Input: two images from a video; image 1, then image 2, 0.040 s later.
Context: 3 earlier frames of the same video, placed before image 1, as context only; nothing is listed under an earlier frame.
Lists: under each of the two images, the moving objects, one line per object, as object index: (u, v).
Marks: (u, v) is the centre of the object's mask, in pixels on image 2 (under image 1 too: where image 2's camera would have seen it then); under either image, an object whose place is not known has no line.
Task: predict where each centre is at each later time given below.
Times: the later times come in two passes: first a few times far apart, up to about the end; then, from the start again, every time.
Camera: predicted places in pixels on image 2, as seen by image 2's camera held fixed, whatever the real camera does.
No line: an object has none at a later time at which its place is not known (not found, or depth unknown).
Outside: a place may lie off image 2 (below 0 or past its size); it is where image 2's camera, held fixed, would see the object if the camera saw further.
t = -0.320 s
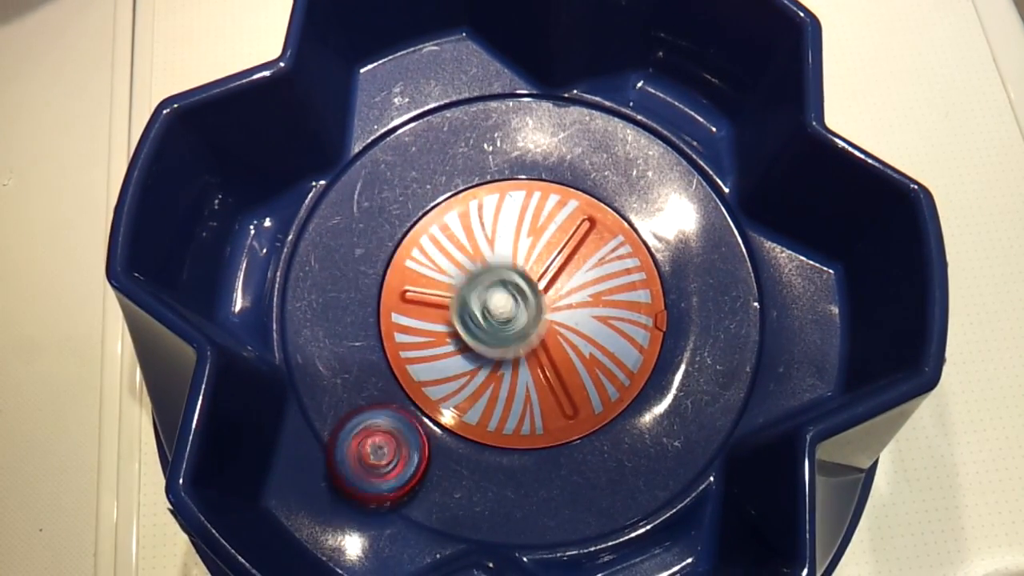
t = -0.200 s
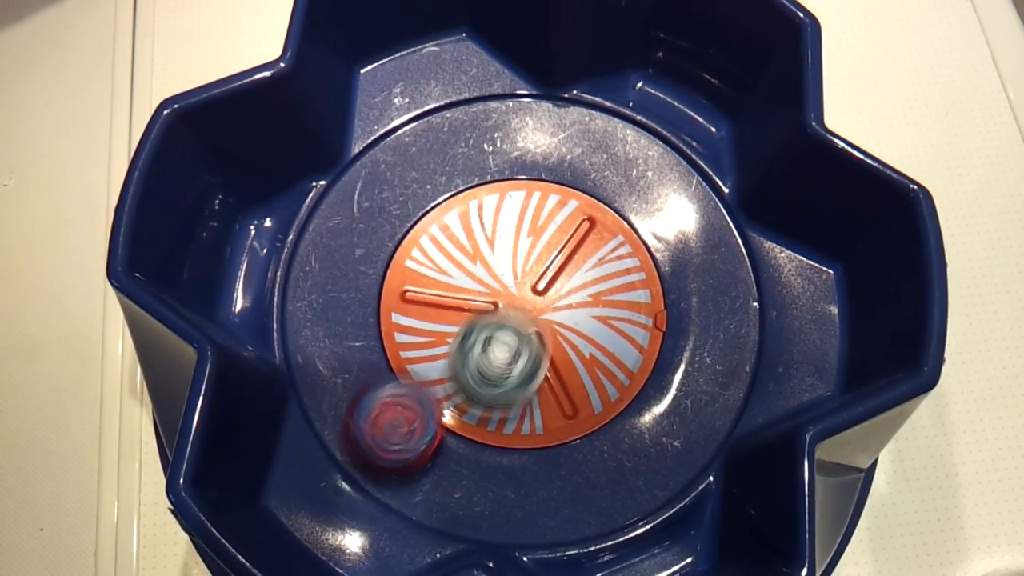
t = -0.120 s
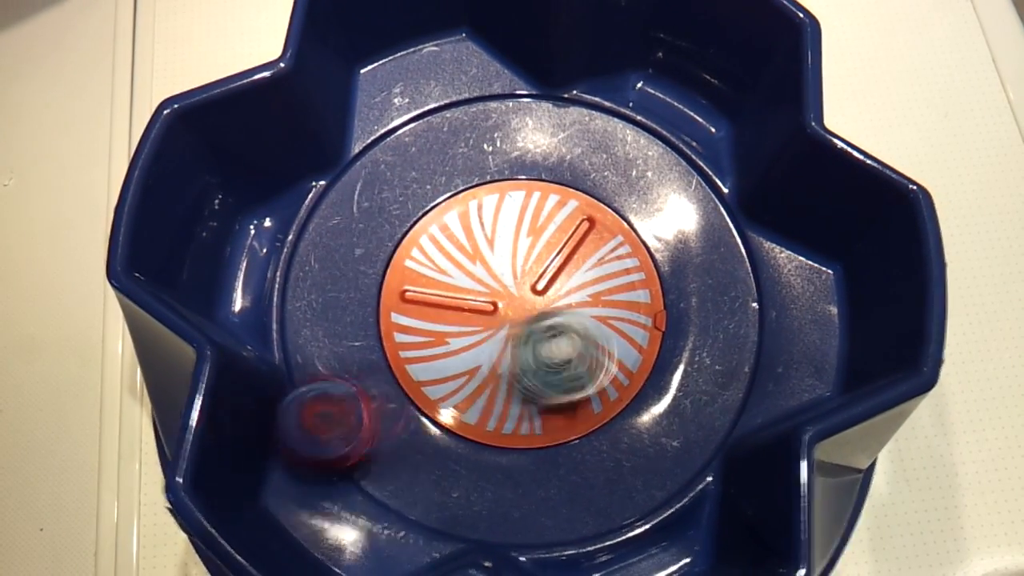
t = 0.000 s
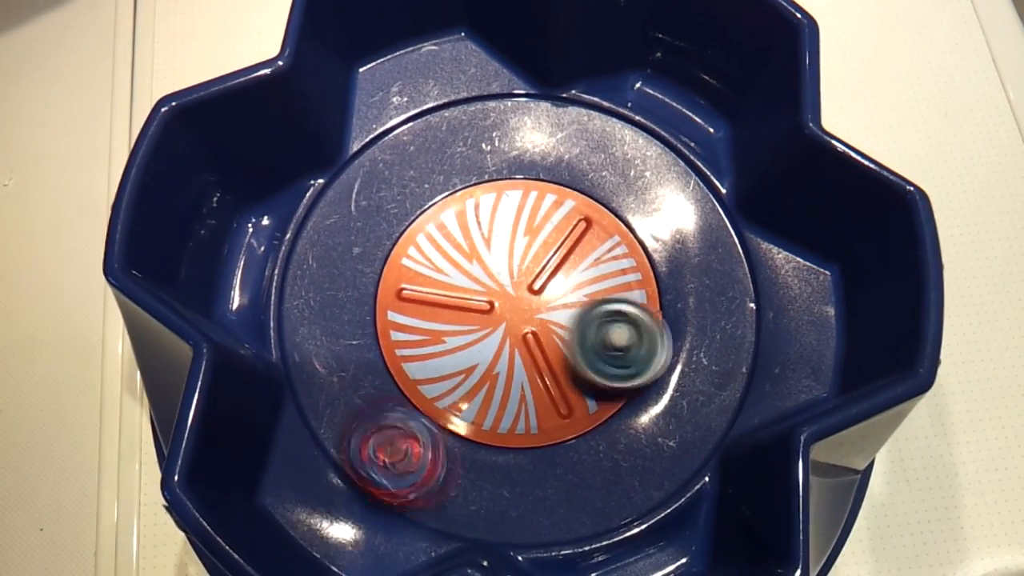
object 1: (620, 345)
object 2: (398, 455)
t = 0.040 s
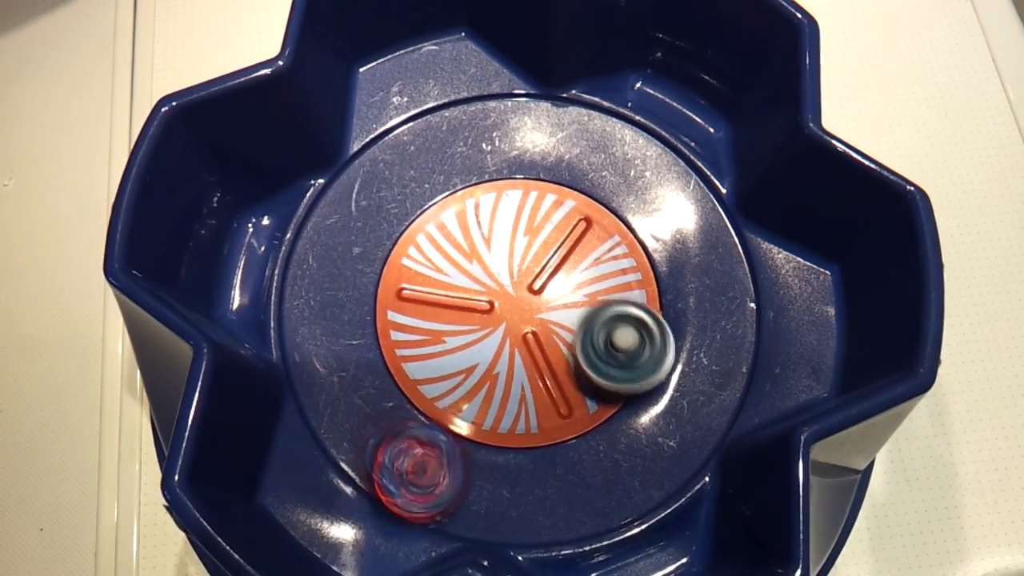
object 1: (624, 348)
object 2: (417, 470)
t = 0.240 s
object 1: (609, 417)
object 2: (466, 439)
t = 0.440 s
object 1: (680, 413)
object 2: (336, 384)
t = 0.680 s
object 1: (612, 419)
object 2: (440, 342)
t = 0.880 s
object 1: (540, 353)
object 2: (473, 267)
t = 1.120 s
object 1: (527, 328)
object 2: (476, 170)
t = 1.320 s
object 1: (531, 329)
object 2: (489, 168)
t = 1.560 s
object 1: (540, 356)
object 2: (523, 224)
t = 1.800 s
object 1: (532, 343)
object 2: (554, 248)
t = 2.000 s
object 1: (451, 290)
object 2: (561, 245)
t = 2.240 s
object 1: (414, 200)
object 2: (604, 240)
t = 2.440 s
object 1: (484, 162)
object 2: (592, 252)
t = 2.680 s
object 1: (572, 232)
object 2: (578, 411)
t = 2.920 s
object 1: (446, 343)
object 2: (527, 489)
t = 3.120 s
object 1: (350, 243)
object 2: (467, 464)
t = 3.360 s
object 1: (482, 185)
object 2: (433, 372)
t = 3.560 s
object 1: (557, 321)
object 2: (454, 296)
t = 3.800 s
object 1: (456, 433)
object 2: (517, 248)
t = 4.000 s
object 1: (338, 359)
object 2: (573, 246)
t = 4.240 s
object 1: (463, 229)
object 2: (600, 306)
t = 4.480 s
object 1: (616, 286)
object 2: (569, 374)
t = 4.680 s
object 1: (696, 370)
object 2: (466, 395)
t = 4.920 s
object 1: (708, 360)
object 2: (423, 355)
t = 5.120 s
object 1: (689, 315)
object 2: (438, 304)
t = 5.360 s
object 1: (564, 339)
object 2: (466, 252)
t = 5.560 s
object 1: (480, 345)
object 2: (465, 211)
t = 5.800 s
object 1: (389, 314)
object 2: (484, 176)
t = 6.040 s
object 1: (418, 235)
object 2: (500, 177)
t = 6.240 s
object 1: (471, 301)
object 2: (551, 193)
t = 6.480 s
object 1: (462, 377)
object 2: (535, 220)
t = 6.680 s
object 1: (411, 326)
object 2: (535, 220)
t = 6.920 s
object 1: (549, 319)
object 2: (535, 221)
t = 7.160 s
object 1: (552, 407)
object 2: (535, 221)
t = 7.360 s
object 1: (490, 329)
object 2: (535, 221)
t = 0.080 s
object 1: (624, 357)
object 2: (423, 478)
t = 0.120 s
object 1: (622, 367)
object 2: (431, 478)
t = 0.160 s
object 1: (615, 381)
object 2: (445, 469)
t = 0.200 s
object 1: (604, 404)
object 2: (466, 454)
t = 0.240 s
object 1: (609, 417)
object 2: (466, 439)
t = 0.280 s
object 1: (638, 414)
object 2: (428, 428)
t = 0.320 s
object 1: (662, 411)
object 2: (393, 417)
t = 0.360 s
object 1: (683, 414)
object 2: (372, 404)
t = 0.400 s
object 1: (686, 414)
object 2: (348, 391)
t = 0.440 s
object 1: (680, 413)
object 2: (336, 384)
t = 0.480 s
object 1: (676, 415)
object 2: (339, 375)
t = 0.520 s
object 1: (670, 420)
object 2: (360, 372)
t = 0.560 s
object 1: (660, 425)
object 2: (377, 370)
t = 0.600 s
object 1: (647, 427)
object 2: (399, 362)
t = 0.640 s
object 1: (633, 426)
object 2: (419, 352)
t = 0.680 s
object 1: (612, 419)
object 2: (440, 342)
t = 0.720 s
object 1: (591, 409)
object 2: (454, 331)
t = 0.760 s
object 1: (562, 399)
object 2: (470, 319)
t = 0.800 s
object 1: (547, 379)
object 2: (480, 308)
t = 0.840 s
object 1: (547, 367)
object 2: (475, 284)
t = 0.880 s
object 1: (540, 353)
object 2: (473, 267)
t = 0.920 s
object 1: (533, 338)
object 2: (476, 255)
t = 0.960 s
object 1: (533, 342)
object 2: (473, 230)
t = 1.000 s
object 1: (534, 342)
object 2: (472, 205)
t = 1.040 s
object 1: (533, 340)
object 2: (475, 191)
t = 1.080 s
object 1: (531, 333)
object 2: (478, 177)
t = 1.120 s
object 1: (527, 328)
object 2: (476, 170)
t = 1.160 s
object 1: (529, 331)
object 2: (478, 165)
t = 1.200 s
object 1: (530, 334)
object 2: (481, 162)
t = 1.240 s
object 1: (530, 332)
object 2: (483, 162)
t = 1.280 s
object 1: (529, 328)
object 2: (486, 163)
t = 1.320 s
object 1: (531, 329)
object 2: (489, 168)
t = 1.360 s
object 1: (529, 335)
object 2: (490, 175)
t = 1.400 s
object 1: (530, 335)
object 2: (493, 189)
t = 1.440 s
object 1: (530, 334)
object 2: (502, 205)
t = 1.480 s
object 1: (528, 327)
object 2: (510, 223)
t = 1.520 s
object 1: (534, 332)
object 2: (517, 228)
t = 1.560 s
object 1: (540, 356)
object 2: (523, 224)
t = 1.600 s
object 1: (548, 369)
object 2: (530, 226)
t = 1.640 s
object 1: (551, 375)
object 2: (538, 228)
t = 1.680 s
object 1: (551, 374)
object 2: (545, 232)
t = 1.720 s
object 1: (547, 368)
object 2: (548, 237)
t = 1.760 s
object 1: (541, 353)
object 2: (552, 246)
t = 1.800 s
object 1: (532, 343)
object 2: (554, 248)
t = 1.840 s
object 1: (519, 343)
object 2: (563, 244)
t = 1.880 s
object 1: (501, 337)
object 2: (565, 246)
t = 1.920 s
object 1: (480, 327)
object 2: (563, 245)
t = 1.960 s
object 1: (466, 313)
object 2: (560, 241)
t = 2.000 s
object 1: (451, 290)
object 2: (561, 245)
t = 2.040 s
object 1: (444, 275)
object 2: (558, 244)
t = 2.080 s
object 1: (445, 265)
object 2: (556, 248)
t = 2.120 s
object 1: (453, 246)
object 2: (555, 252)
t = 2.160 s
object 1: (440, 230)
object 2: (569, 251)
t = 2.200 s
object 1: (418, 210)
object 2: (598, 240)
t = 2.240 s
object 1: (414, 200)
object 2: (604, 240)
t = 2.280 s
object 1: (415, 191)
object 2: (607, 240)
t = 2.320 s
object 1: (425, 178)
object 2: (606, 241)
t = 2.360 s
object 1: (440, 167)
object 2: (603, 244)
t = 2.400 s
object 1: (461, 161)
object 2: (598, 247)
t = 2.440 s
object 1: (484, 162)
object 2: (592, 252)
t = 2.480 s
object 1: (518, 173)
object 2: (580, 264)
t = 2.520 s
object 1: (543, 189)
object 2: (573, 297)
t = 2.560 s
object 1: (551, 185)
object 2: (576, 340)
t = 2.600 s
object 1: (559, 189)
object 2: (579, 373)
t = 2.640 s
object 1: (566, 205)
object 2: (579, 394)
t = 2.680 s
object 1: (572, 232)
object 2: (578, 411)
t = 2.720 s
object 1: (567, 261)
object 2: (575, 425)
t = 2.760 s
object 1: (554, 286)
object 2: (570, 441)
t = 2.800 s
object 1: (537, 310)
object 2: (560, 456)
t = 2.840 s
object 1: (512, 329)
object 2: (551, 467)
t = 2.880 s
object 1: (482, 341)
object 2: (540, 478)
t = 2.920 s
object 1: (446, 343)
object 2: (527, 489)
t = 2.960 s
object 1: (415, 333)
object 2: (511, 496)
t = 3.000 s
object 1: (388, 318)
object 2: (502, 496)
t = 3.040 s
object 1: (368, 297)
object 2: (490, 487)
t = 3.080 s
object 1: (355, 273)
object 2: (480, 476)
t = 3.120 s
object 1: (350, 243)
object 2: (467, 464)
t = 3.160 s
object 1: (354, 217)
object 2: (455, 450)
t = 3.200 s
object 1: (366, 198)
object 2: (448, 434)
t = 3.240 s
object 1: (392, 180)
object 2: (442, 422)
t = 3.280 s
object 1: (419, 174)
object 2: (437, 405)
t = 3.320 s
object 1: (453, 173)
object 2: (435, 386)
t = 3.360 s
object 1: (482, 185)
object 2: (433, 372)
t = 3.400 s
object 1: (510, 200)
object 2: (434, 356)
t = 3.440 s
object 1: (534, 227)
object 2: (435, 343)
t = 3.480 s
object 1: (555, 263)
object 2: (440, 326)
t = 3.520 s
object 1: (557, 293)
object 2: (447, 307)
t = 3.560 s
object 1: (557, 321)
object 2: (454, 296)
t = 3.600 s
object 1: (551, 348)
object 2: (461, 287)
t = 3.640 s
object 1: (542, 377)
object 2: (467, 278)
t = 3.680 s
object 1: (529, 399)
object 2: (479, 270)
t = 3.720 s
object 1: (511, 413)
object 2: (493, 257)
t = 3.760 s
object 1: (486, 426)
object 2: (505, 251)
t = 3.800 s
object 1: (456, 433)
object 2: (517, 248)
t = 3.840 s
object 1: (423, 432)
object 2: (530, 245)
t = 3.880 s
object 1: (392, 426)
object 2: (547, 241)
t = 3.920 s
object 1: (360, 411)
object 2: (561, 241)
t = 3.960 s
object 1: (344, 389)
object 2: (572, 246)
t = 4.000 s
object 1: (338, 359)
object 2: (573, 246)
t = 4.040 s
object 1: (347, 330)
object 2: (576, 250)
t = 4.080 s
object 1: (355, 307)
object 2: (586, 257)
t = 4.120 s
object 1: (380, 275)
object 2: (594, 269)
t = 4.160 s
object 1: (401, 255)
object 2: (598, 282)
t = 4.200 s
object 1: (427, 241)
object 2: (600, 295)
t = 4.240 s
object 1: (463, 229)
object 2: (600, 306)
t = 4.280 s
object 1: (502, 227)
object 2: (599, 320)
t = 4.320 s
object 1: (534, 234)
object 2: (598, 332)
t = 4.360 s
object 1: (564, 244)
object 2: (592, 344)
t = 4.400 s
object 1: (579, 252)
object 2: (586, 354)
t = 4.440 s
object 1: (595, 265)
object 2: (580, 364)
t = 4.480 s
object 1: (616, 286)
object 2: (569, 374)
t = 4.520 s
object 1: (632, 317)
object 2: (557, 378)
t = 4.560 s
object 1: (643, 340)
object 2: (543, 382)
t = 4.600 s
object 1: (669, 349)
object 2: (509, 387)
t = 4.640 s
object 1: (683, 360)
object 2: (483, 394)
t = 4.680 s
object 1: (696, 370)
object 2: (466, 395)
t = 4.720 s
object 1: (709, 380)
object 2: (454, 390)
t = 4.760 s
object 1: (722, 389)
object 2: (447, 383)
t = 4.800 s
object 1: (717, 381)
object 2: (439, 376)
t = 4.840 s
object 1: (711, 375)
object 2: (434, 371)
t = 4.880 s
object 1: (708, 368)
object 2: (427, 363)
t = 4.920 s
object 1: (708, 360)
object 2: (423, 355)
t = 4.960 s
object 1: (708, 347)
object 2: (422, 343)
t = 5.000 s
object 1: (706, 335)
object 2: (423, 333)
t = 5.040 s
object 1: (704, 325)
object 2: (426, 324)
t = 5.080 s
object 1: (698, 319)
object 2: (432, 315)
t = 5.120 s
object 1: (689, 315)
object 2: (438, 304)
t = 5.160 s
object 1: (675, 318)
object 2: (444, 292)
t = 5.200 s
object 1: (664, 327)
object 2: (454, 275)
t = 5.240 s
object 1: (657, 336)
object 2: (458, 265)
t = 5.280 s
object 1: (636, 344)
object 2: (461, 258)
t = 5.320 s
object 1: (596, 346)
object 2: (463, 254)
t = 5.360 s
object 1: (564, 339)
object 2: (466, 252)
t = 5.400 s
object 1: (537, 328)
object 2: (468, 252)
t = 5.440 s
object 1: (515, 319)
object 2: (467, 248)
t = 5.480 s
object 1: (498, 321)
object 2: (466, 238)
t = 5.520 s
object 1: (487, 325)
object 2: (466, 234)
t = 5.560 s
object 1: (480, 345)
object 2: (465, 211)
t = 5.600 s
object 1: (469, 359)
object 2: (470, 193)
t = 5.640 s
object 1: (458, 365)
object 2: (478, 182)
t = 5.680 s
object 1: (438, 363)
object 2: (485, 173)
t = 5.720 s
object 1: (421, 353)
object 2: (486, 172)
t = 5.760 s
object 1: (400, 334)
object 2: (486, 172)
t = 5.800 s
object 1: (389, 314)
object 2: (484, 176)
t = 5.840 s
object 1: (383, 289)
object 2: (481, 182)
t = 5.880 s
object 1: (387, 264)
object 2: (474, 188)
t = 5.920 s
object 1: (396, 245)
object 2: (473, 188)
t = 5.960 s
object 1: (398, 240)
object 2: (480, 181)
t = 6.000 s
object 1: (405, 237)
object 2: (490, 176)
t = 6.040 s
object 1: (418, 235)
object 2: (500, 177)
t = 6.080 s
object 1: (435, 239)
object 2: (507, 182)
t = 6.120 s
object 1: (441, 259)
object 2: (521, 176)
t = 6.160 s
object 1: (452, 276)
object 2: (539, 173)
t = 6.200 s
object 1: (462, 293)
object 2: (548, 184)
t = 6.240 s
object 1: (471, 301)
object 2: (551, 193)
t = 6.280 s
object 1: (477, 306)
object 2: (548, 208)
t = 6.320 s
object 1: (483, 315)
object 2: (538, 219)
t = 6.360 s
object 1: (485, 332)
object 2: (535, 220)
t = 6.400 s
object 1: (482, 348)
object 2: (533, 221)
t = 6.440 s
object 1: (475, 363)
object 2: (534, 220)
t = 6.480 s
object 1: (462, 377)
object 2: (535, 220)
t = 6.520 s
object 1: (443, 383)
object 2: (535, 220)
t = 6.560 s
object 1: (421, 378)
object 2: (535, 220)
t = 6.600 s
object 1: (409, 364)
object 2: (535, 220)
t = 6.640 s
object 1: (406, 345)
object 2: (535, 221)
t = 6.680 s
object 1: (411, 326)
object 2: (535, 220)
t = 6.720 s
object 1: (432, 304)
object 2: (535, 220)
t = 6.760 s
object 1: (455, 292)
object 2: (535, 220)
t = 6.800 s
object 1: (478, 290)
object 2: (535, 221)
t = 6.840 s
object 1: (501, 296)
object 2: (535, 221)
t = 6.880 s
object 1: (524, 304)
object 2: (535, 221)
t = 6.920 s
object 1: (549, 319)
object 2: (535, 221)
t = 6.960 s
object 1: (565, 337)
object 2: (535, 221)
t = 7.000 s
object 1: (574, 357)
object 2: (535, 221)
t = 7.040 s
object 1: (575, 376)
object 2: (535, 221)
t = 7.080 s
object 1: (569, 397)
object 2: (535, 221)
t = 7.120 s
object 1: (562, 405)
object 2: (535, 221)
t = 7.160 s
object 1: (552, 407)
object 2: (535, 221)
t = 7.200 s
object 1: (535, 404)
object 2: (535, 222)
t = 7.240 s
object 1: (518, 397)
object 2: (535, 221)
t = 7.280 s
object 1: (503, 382)
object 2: (535, 222)
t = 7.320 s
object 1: (491, 354)
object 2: (535, 221)
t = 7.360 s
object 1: (490, 329)
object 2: (535, 221)
